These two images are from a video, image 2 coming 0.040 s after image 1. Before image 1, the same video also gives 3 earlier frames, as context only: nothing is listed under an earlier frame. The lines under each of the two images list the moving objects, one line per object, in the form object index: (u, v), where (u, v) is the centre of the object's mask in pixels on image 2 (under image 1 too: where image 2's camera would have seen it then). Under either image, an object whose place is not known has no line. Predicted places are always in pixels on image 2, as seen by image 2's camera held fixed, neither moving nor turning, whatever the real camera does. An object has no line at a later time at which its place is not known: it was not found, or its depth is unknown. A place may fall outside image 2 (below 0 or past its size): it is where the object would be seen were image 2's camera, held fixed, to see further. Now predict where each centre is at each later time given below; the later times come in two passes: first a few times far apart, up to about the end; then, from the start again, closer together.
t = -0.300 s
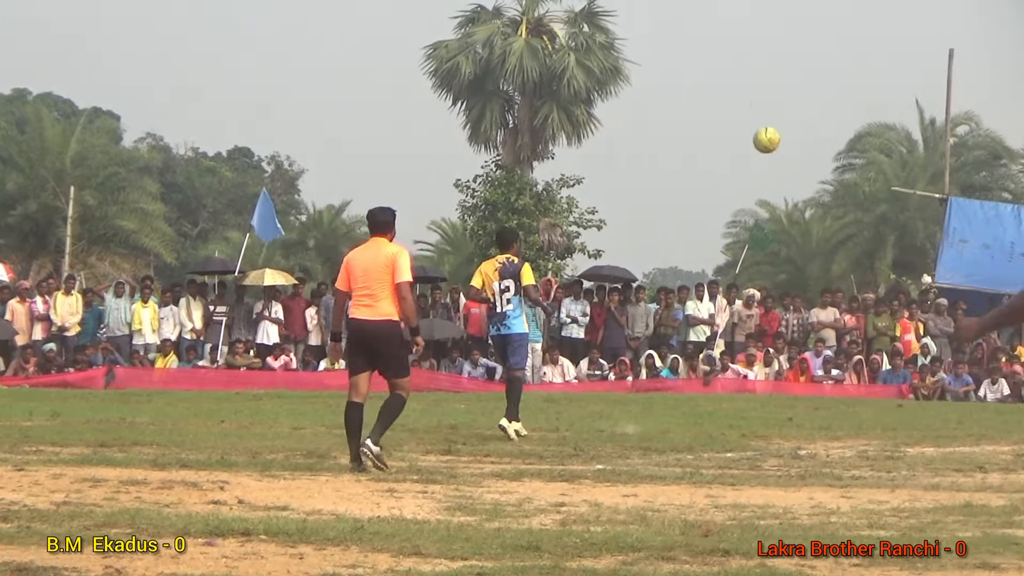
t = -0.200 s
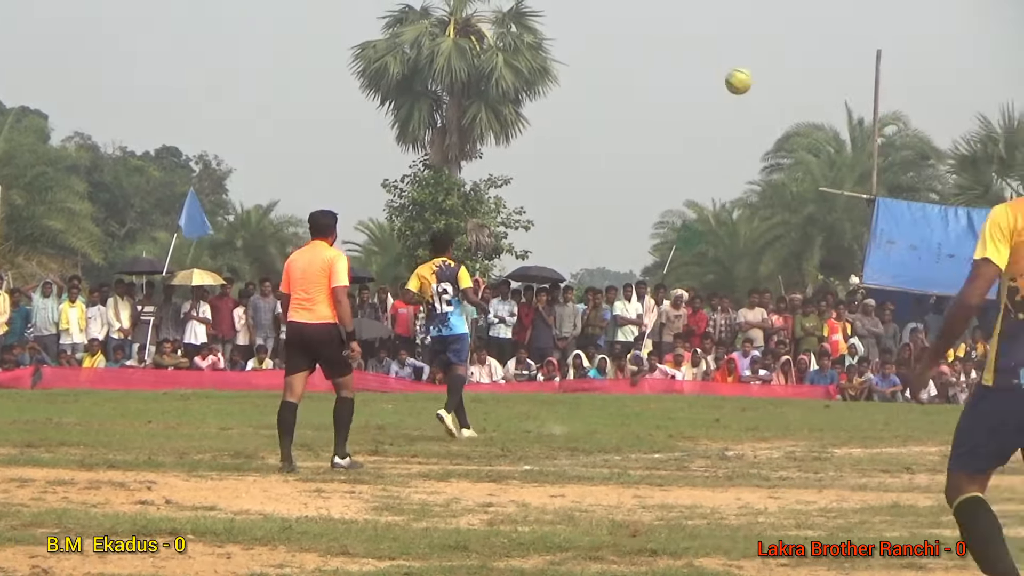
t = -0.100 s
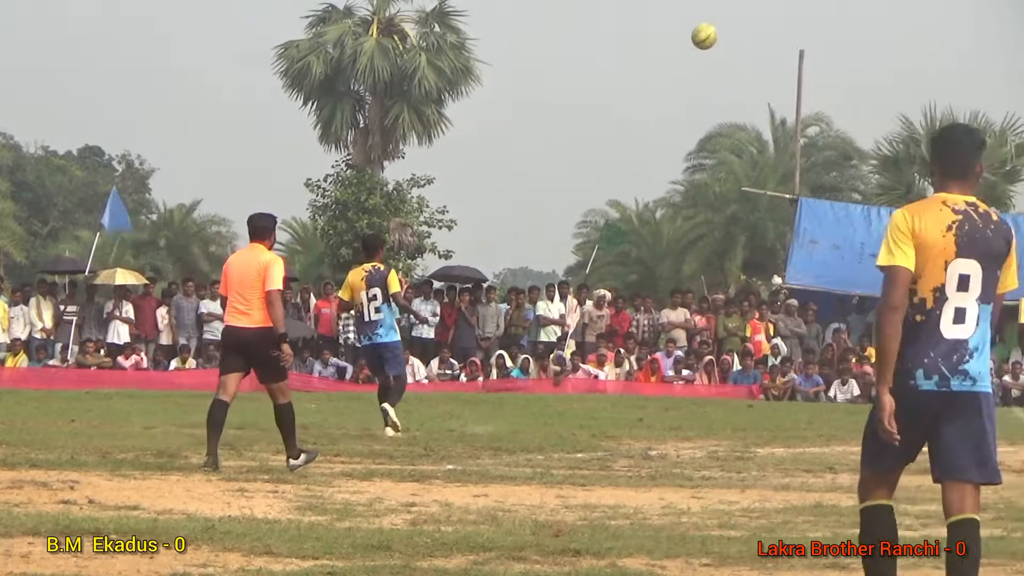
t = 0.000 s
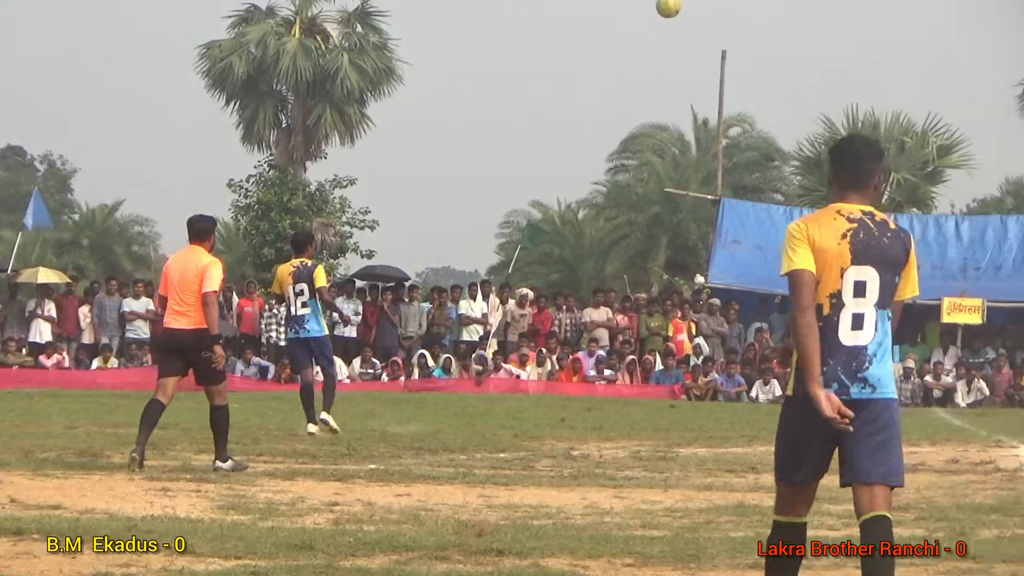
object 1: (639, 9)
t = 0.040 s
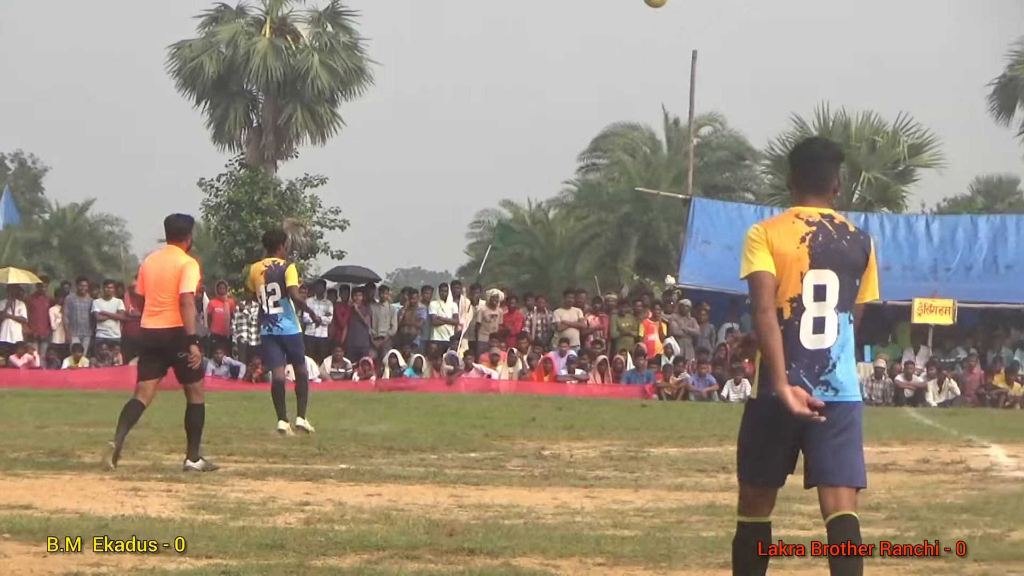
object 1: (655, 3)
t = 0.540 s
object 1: (841, 31)
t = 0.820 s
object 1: (941, 168)
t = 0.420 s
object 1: (794, 3)
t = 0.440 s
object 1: (802, 6)
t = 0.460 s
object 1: (810, 8)
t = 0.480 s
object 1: (818, 12)
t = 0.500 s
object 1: (826, 18)
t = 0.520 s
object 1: (834, 24)
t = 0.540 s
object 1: (841, 31)
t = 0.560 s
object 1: (848, 38)
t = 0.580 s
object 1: (855, 45)
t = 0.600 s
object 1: (863, 54)
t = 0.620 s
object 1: (870, 62)
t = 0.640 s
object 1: (877, 71)
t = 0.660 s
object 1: (885, 80)
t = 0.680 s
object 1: (892, 89)
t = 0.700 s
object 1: (899, 99)
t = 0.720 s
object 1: (906, 110)
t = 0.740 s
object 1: (914, 120)
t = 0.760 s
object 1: (922, 131)
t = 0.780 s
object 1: (929, 143)
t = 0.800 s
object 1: (935, 155)
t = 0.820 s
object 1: (941, 168)
